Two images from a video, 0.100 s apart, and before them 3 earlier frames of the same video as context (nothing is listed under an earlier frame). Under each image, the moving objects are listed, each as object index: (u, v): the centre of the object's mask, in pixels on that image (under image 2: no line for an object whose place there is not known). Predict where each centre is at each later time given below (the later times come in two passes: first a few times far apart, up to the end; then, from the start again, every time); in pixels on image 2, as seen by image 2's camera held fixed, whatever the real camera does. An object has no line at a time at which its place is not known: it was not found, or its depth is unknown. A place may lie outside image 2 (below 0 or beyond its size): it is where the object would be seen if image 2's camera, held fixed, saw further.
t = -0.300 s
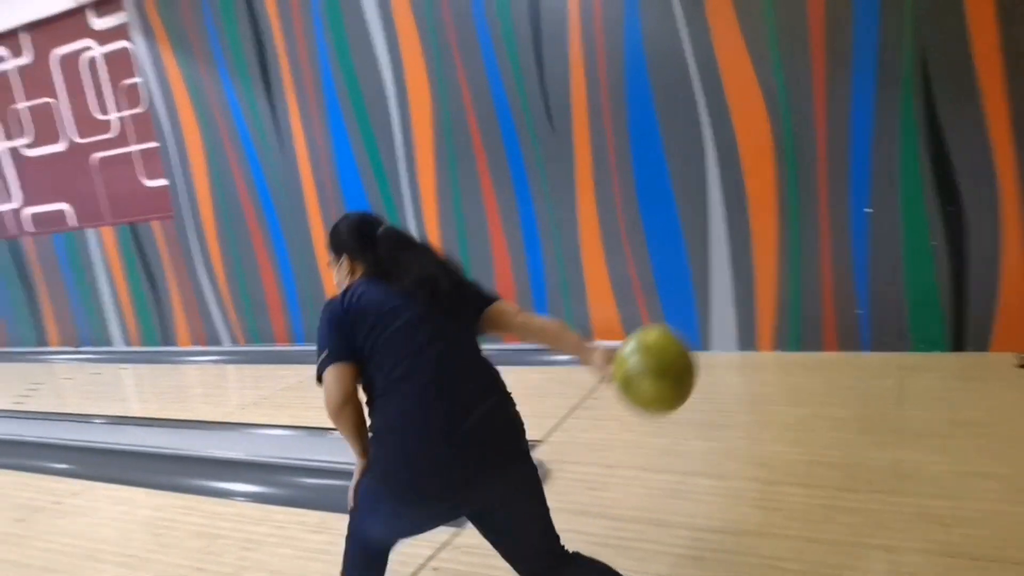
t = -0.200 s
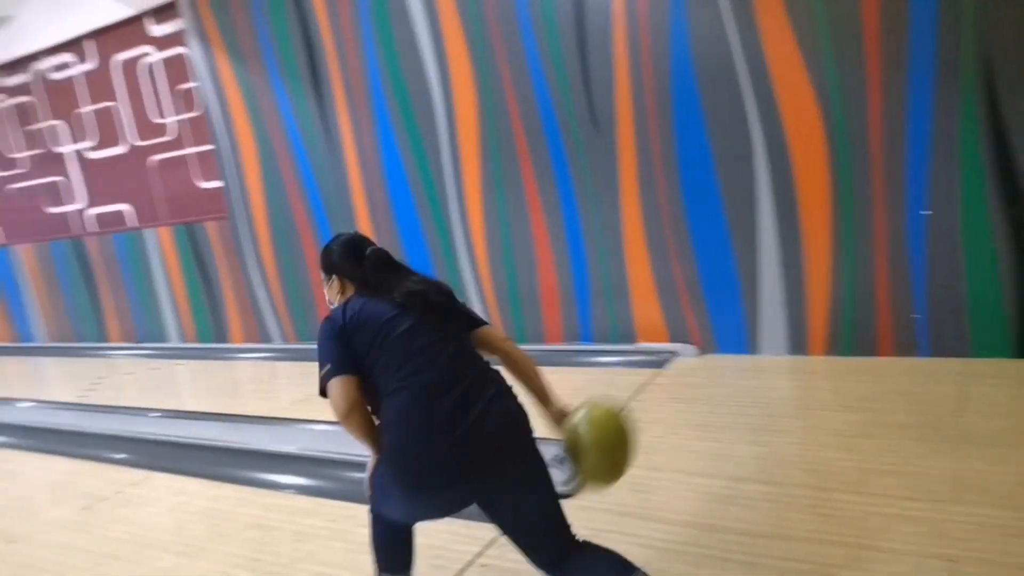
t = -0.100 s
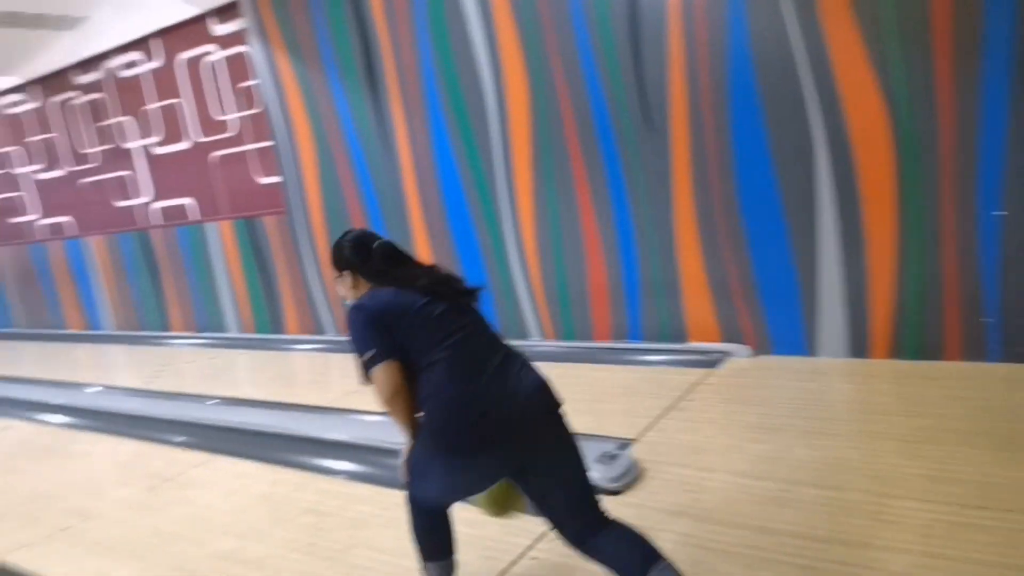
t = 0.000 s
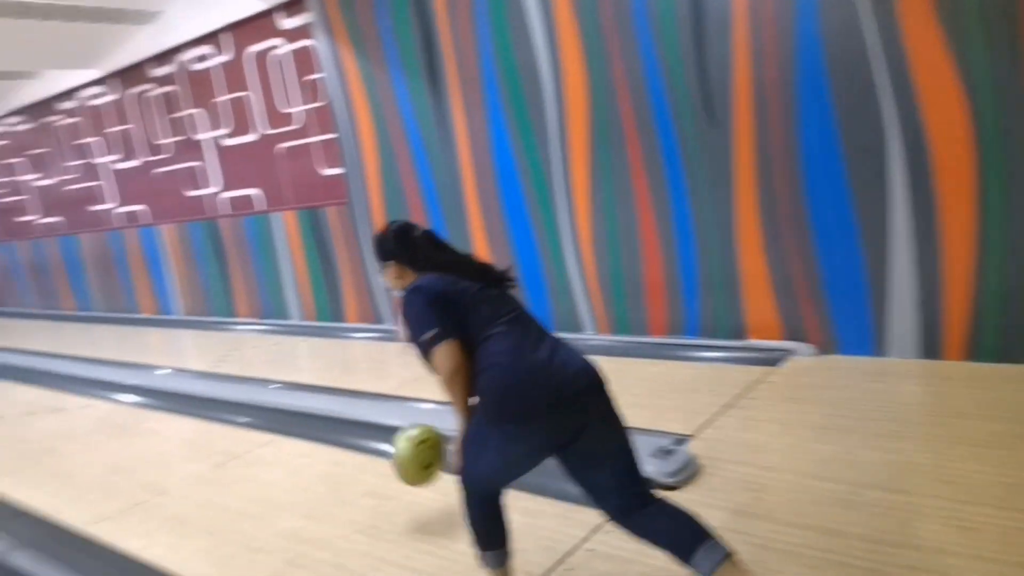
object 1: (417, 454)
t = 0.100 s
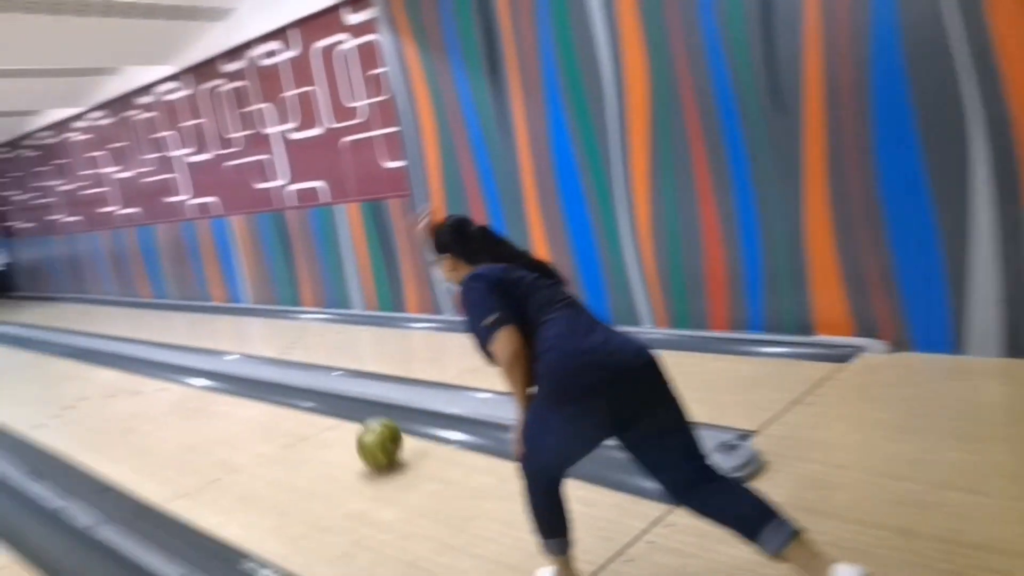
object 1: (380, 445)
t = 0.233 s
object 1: (278, 417)
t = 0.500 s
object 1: (149, 382)
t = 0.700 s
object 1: (86, 365)
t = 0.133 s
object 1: (351, 435)
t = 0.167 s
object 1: (325, 428)
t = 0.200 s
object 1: (301, 423)
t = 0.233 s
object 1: (278, 417)
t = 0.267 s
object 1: (258, 411)
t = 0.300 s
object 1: (239, 406)
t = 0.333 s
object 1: (222, 402)
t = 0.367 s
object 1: (205, 397)
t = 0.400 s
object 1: (190, 394)
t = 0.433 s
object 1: (175, 389)
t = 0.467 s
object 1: (162, 386)
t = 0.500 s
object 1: (149, 382)
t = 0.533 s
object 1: (137, 379)
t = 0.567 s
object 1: (125, 376)
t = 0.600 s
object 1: (114, 373)
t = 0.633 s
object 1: (104, 370)
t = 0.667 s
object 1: (95, 368)
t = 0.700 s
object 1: (86, 365)
